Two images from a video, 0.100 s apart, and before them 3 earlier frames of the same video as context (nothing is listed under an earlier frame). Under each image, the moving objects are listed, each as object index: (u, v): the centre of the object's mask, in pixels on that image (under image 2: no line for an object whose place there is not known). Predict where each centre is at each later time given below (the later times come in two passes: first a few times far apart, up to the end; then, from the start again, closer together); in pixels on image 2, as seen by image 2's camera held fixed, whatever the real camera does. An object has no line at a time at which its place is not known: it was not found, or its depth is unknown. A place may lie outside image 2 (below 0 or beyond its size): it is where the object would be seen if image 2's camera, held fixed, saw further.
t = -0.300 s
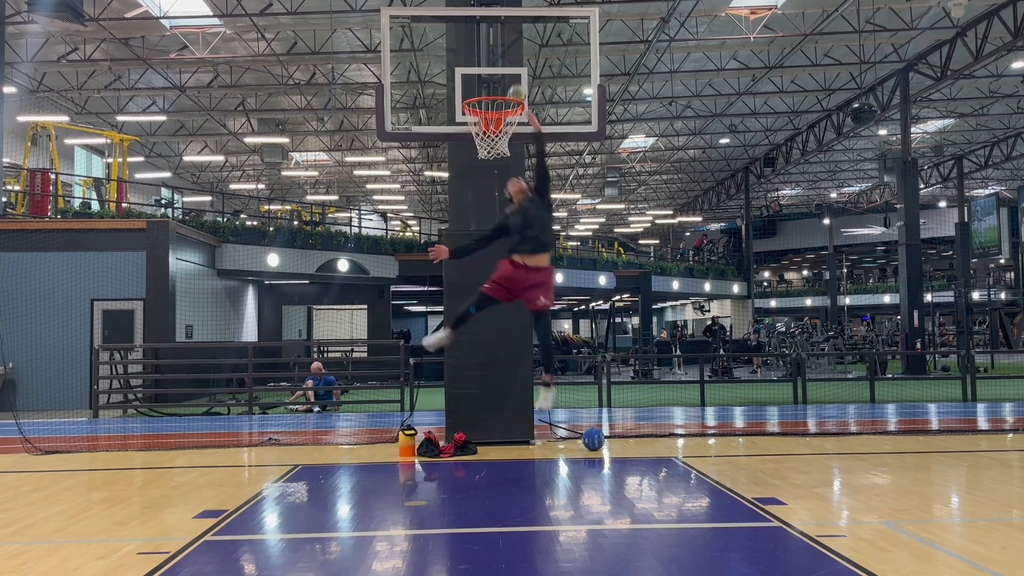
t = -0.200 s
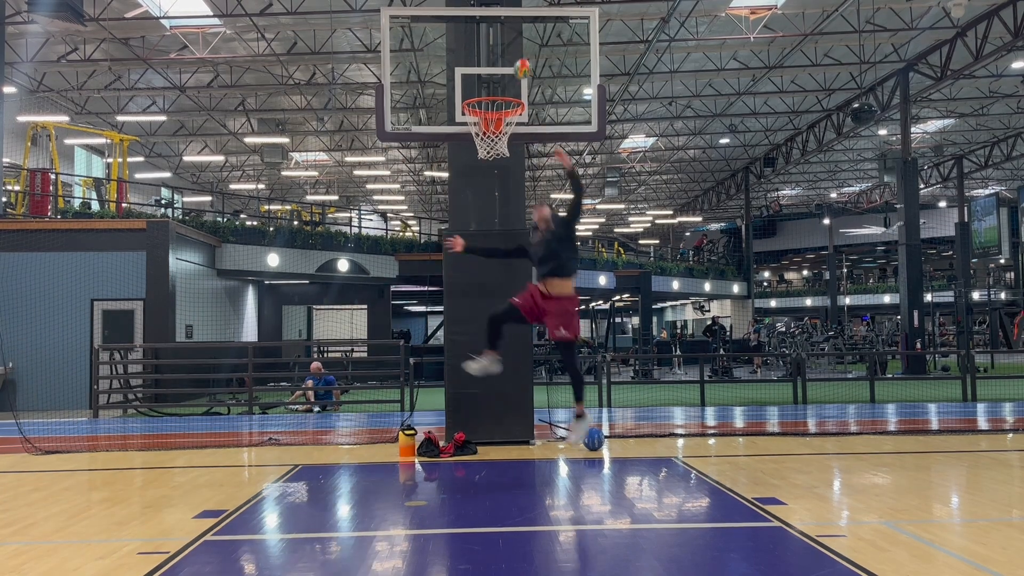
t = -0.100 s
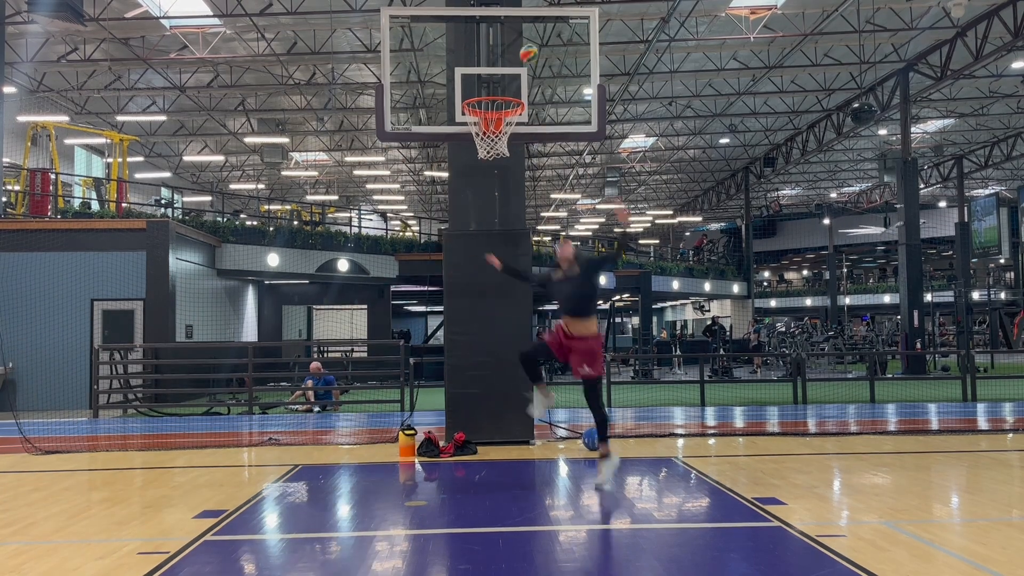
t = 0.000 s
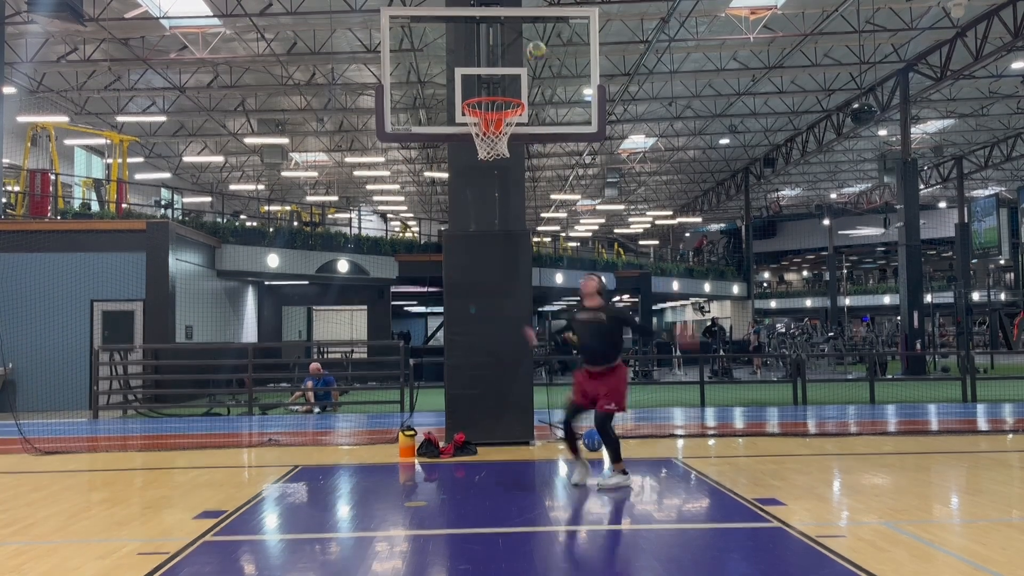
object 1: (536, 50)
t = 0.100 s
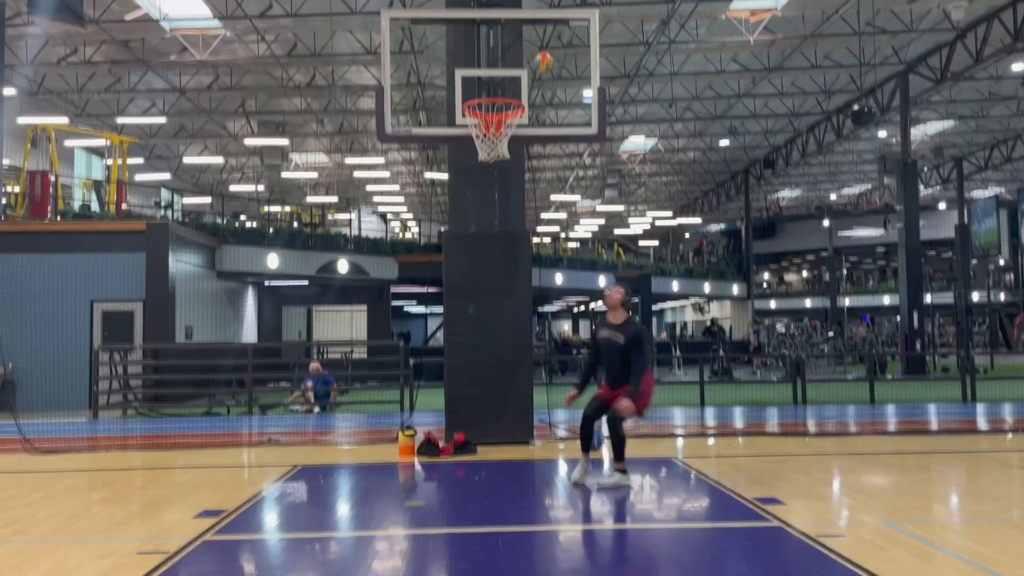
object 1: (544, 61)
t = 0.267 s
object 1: (554, 103)
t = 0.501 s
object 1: (572, 225)
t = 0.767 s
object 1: (595, 452)
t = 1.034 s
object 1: (622, 406)
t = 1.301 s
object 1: (650, 388)
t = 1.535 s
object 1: (678, 456)
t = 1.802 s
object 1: (708, 467)
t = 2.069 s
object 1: (738, 488)
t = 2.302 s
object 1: (764, 494)
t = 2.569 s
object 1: (793, 512)
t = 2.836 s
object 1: (822, 519)
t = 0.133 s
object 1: (545, 68)
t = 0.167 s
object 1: (548, 75)
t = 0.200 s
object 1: (550, 84)
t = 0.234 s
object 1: (552, 93)
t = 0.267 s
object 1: (554, 103)
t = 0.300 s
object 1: (558, 117)
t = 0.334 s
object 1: (562, 132)
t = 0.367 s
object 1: (563, 147)
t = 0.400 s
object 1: (567, 165)
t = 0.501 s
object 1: (572, 225)
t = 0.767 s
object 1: (595, 452)
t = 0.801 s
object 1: (599, 488)
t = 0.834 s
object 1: (603, 484)
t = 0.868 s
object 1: (605, 468)
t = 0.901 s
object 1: (608, 451)
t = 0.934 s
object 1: (613, 439)
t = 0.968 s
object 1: (615, 427)
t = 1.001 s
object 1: (619, 416)
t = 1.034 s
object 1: (622, 406)
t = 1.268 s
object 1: (647, 385)
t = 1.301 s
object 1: (650, 388)
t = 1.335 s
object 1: (653, 392)
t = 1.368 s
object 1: (657, 399)
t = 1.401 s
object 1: (661, 406)
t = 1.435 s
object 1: (665, 415)
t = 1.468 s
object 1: (670, 427)
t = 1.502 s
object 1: (673, 440)
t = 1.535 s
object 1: (678, 456)
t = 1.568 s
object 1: (682, 469)
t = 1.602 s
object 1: (686, 488)
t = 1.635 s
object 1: (690, 506)
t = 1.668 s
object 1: (694, 496)
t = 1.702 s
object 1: (697, 487)
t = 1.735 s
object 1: (701, 479)
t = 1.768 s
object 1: (704, 472)
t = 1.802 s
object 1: (708, 467)
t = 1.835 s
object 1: (711, 465)
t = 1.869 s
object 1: (715, 464)
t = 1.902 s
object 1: (718, 464)
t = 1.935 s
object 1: (722, 465)
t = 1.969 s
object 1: (726, 469)
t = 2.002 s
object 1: (730, 474)
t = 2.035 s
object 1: (734, 480)
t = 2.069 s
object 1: (738, 488)
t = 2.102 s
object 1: (742, 497)
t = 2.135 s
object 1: (747, 510)
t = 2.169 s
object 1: (751, 509)
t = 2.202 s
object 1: (754, 502)
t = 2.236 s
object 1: (758, 498)
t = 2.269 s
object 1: (761, 495)
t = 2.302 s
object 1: (764, 494)
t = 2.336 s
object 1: (769, 493)
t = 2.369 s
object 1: (772, 496)
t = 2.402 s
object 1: (775, 499)
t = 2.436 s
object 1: (779, 505)
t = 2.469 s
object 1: (783, 511)
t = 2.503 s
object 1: (787, 519)
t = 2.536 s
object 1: (790, 515)
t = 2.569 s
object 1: (793, 512)
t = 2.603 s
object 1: (796, 510)
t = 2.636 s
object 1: (800, 510)
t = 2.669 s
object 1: (803, 511)
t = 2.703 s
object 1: (807, 515)
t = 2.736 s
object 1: (811, 520)
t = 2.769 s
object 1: (815, 523)
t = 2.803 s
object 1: (818, 521)
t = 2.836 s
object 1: (822, 519)
